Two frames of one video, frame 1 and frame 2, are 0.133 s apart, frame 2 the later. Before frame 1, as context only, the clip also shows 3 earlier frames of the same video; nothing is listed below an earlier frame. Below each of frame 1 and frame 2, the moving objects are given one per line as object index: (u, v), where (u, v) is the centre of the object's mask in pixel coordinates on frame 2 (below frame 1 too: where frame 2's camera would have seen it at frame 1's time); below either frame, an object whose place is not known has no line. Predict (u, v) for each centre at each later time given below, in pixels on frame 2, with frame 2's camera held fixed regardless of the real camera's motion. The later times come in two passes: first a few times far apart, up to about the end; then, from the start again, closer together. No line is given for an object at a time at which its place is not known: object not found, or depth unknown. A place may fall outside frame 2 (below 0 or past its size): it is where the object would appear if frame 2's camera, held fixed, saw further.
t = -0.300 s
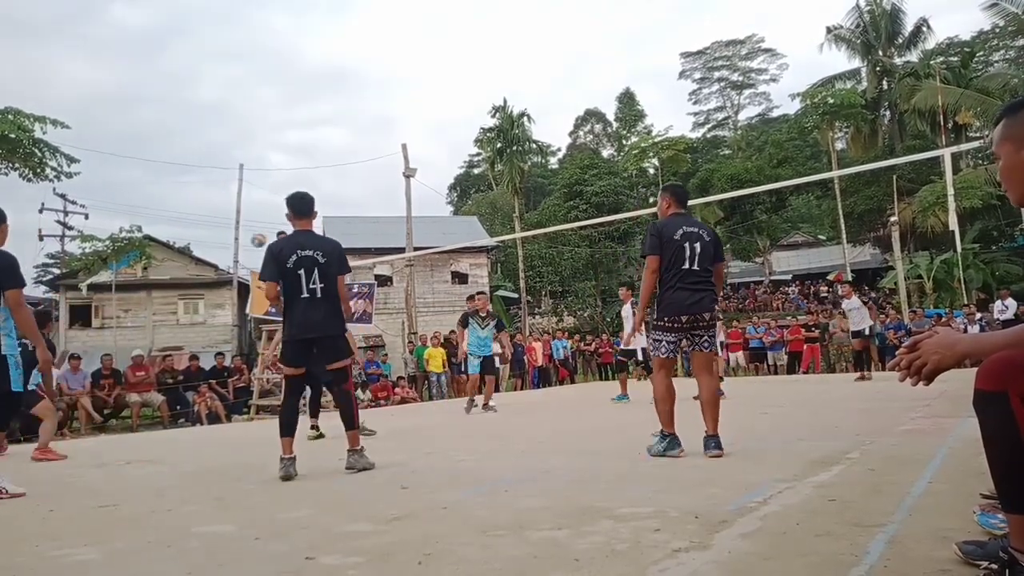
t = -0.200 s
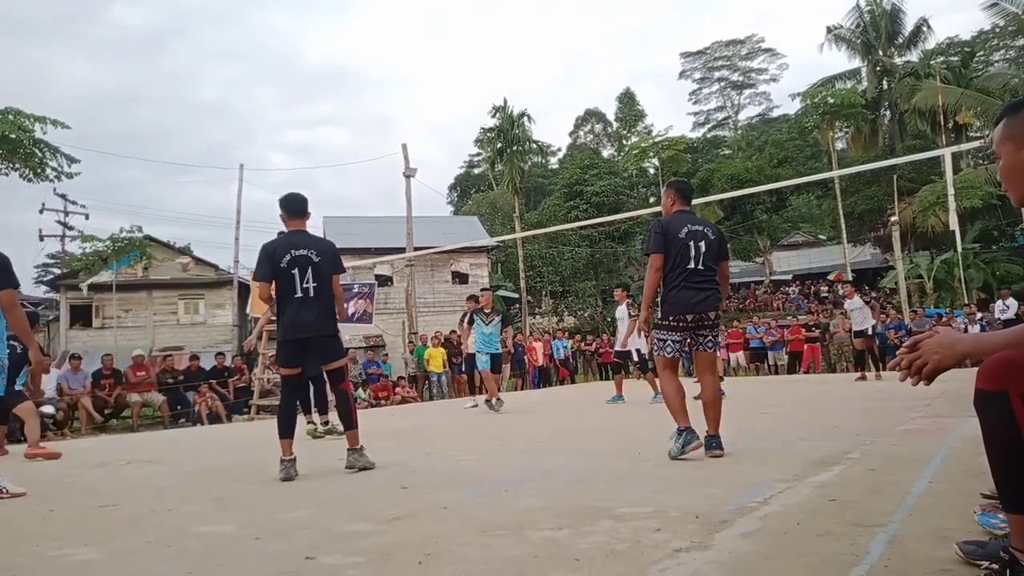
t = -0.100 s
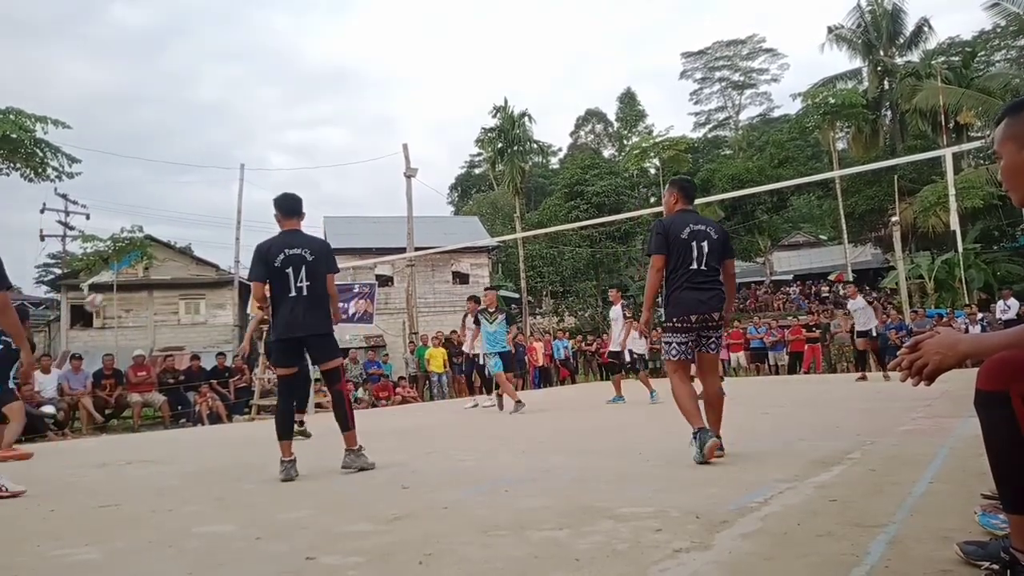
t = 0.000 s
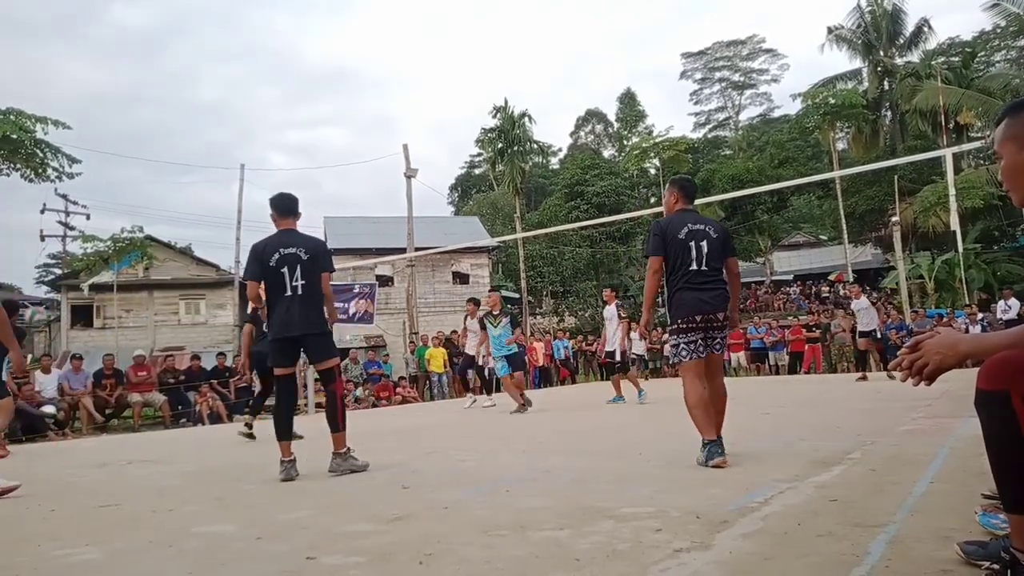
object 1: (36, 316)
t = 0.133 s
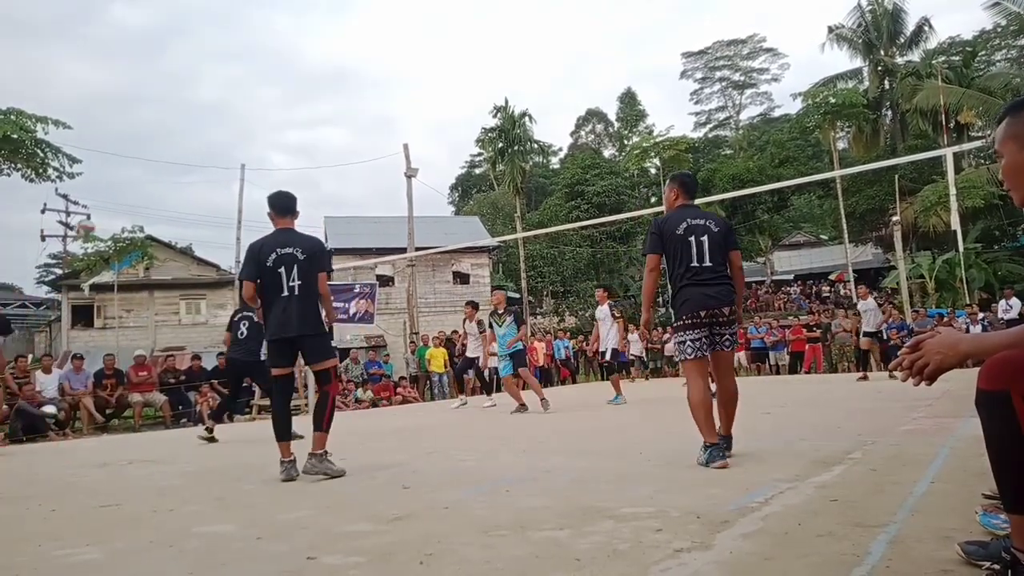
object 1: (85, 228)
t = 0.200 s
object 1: (107, 192)
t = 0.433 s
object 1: (182, 100)
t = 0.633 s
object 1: (242, 59)
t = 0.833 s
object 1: (299, 51)
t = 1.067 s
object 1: (364, 79)
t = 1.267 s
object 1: (420, 134)
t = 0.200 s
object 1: (107, 192)
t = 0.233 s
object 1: (118, 176)
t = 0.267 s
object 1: (129, 160)
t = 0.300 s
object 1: (140, 146)
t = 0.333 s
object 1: (151, 133)
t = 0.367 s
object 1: (161, 121)
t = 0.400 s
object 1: (172, 110)
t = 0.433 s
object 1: (182, 100)
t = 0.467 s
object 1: (192, 90)
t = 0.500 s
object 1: (202, 82)
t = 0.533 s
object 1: (212, 75)
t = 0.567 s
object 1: (222, 69)
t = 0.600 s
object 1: (232, 63)
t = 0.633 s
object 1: (242, 59)
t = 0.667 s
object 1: (251, 55)
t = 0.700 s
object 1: (261, 52)
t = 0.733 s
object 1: (271, 51)
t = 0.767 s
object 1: (280, 50)
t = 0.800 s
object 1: (290, 50)
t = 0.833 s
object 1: (299, 51)
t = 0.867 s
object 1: (309, 52)
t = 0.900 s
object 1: (318, 54)
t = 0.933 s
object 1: (328, 58)
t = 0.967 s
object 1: (337, 62)
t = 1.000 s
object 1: (346, 66)
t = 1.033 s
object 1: (355, 72)
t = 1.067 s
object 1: (364, 79)
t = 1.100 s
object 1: (374, 86)
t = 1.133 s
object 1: (383, 94)
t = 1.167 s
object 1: (393, 103)
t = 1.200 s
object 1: (401, 113)
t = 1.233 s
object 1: (411, 123)
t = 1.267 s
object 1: (420, 134)
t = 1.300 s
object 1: (429, 146)
